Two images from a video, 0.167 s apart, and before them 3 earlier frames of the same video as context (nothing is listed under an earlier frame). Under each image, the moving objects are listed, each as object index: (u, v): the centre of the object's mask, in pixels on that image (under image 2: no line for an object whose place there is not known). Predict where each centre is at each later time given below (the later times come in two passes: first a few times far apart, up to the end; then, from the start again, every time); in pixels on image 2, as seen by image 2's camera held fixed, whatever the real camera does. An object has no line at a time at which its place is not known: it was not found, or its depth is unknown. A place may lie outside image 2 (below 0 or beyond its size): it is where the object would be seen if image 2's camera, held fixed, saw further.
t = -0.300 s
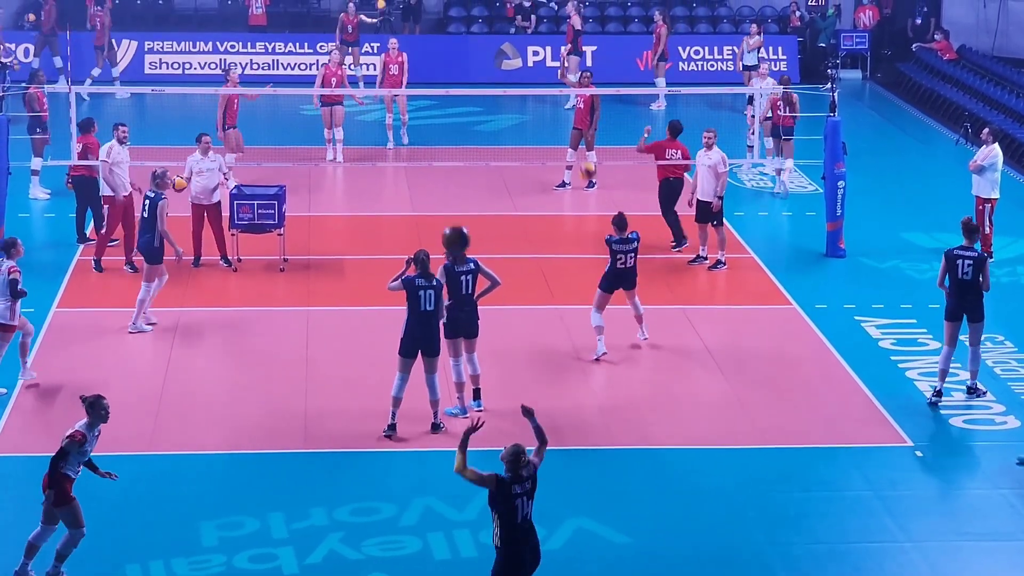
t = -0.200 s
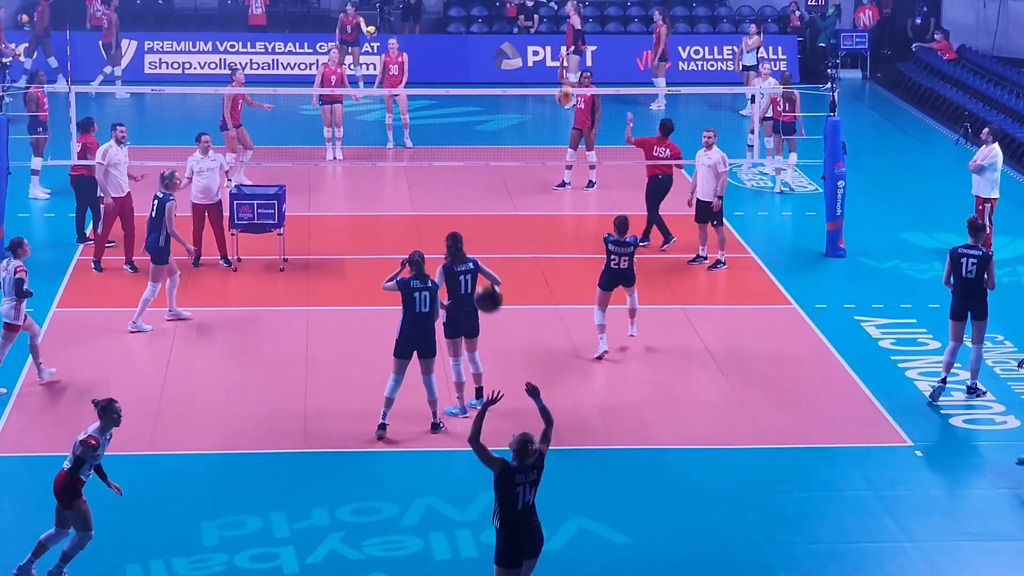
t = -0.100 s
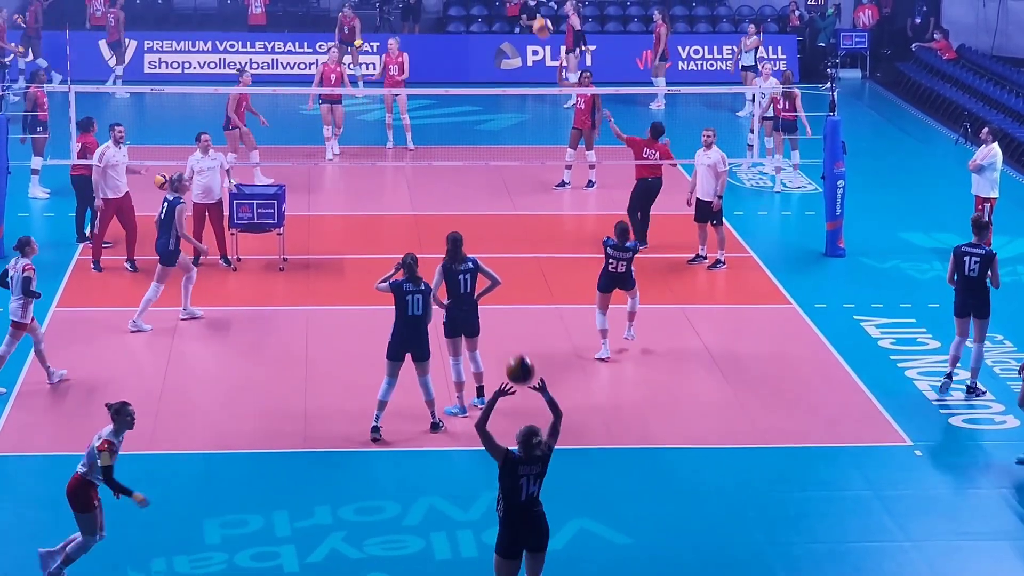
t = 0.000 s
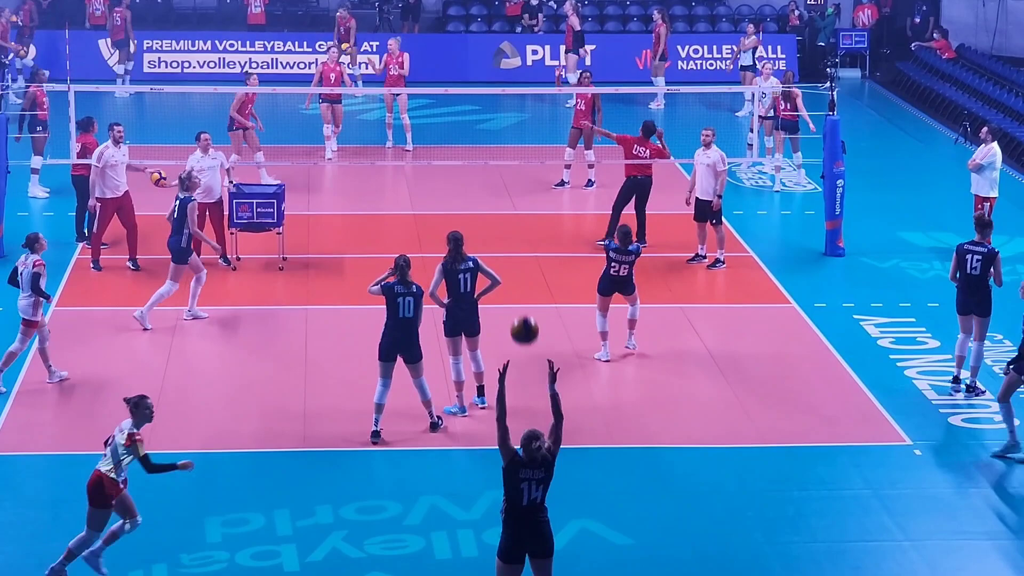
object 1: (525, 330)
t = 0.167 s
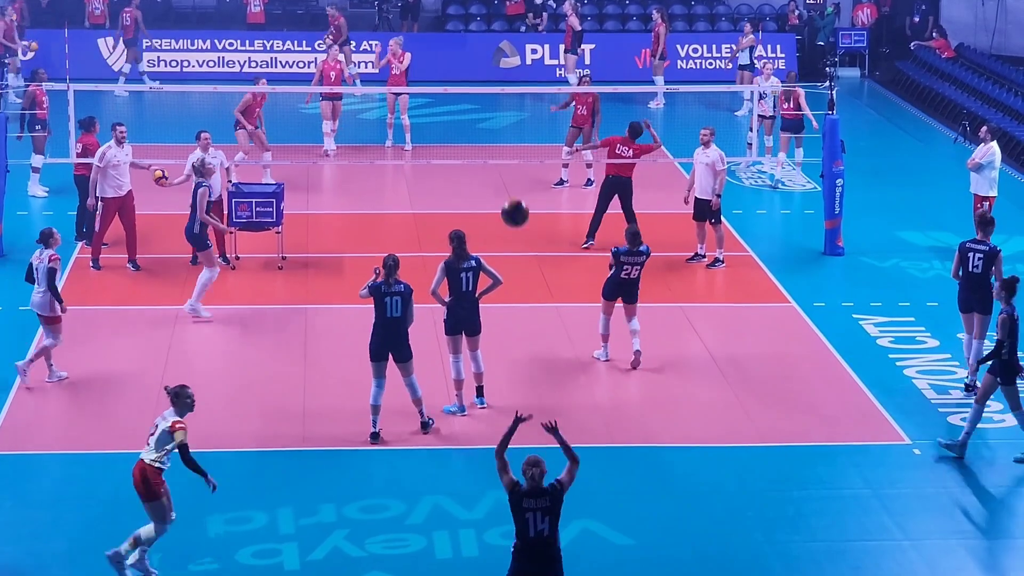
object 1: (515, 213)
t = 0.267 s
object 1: (510, 164)
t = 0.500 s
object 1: (499, 104)
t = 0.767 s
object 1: (487, 123)
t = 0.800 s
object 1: (486, 131)
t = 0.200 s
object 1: (513, 195)
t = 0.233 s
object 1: (512, 179)
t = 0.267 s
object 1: (510, 164)
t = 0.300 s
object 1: (508, 151)
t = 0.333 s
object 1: (506, 139)
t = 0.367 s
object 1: (505, 129)
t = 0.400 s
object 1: (503, 120)
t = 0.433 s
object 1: (502, 113)
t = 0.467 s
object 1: (500, 108)
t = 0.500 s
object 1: (499, 104)
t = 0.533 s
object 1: (497, 102)
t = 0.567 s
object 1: (496, 101)
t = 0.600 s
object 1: (494, 101)
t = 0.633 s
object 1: (493, 103)
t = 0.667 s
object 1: (491, 106)
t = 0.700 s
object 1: (490, 110)
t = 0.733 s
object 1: (489, 116)
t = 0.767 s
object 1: (487, 123)
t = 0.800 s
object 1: (486, 131)
